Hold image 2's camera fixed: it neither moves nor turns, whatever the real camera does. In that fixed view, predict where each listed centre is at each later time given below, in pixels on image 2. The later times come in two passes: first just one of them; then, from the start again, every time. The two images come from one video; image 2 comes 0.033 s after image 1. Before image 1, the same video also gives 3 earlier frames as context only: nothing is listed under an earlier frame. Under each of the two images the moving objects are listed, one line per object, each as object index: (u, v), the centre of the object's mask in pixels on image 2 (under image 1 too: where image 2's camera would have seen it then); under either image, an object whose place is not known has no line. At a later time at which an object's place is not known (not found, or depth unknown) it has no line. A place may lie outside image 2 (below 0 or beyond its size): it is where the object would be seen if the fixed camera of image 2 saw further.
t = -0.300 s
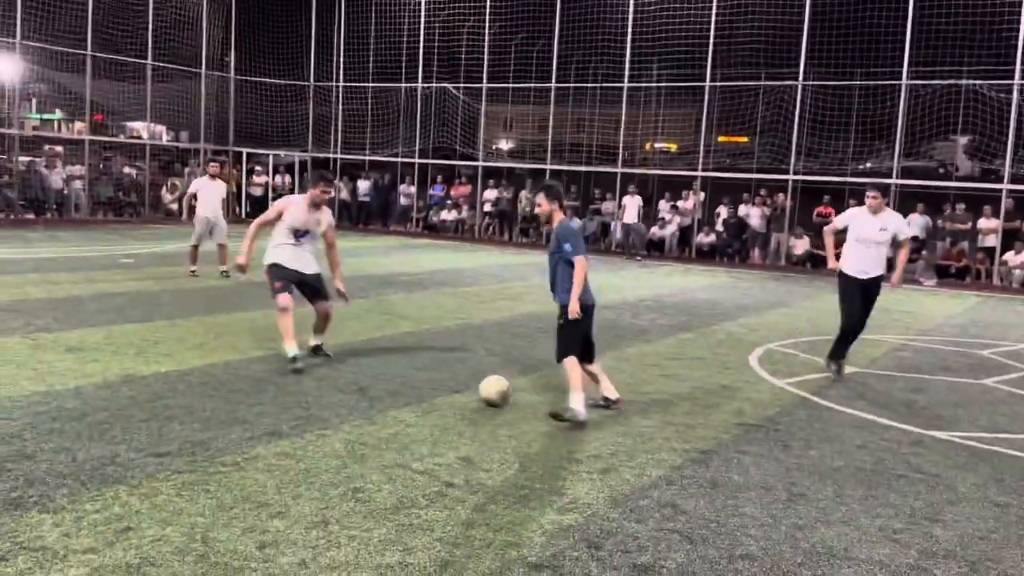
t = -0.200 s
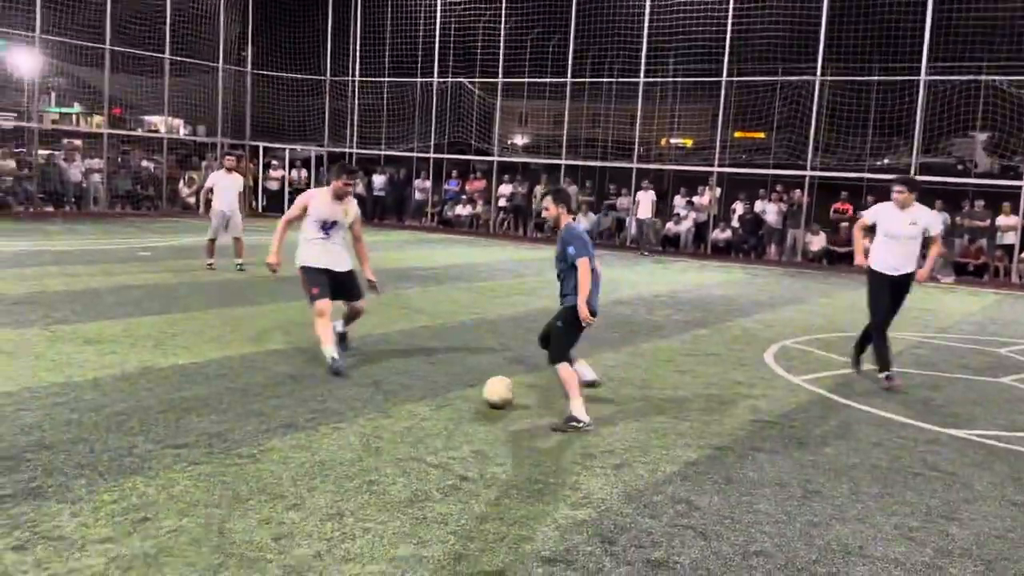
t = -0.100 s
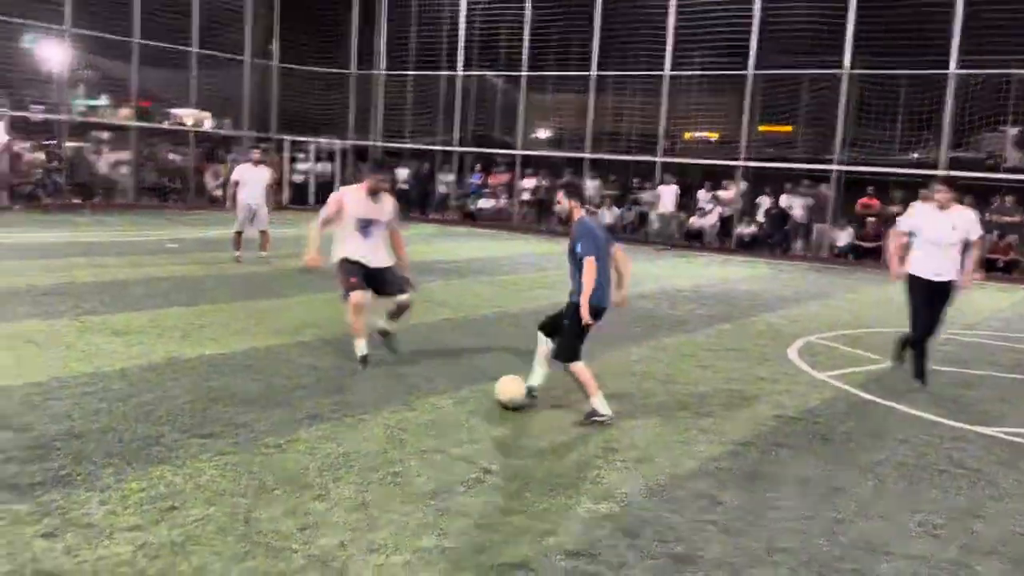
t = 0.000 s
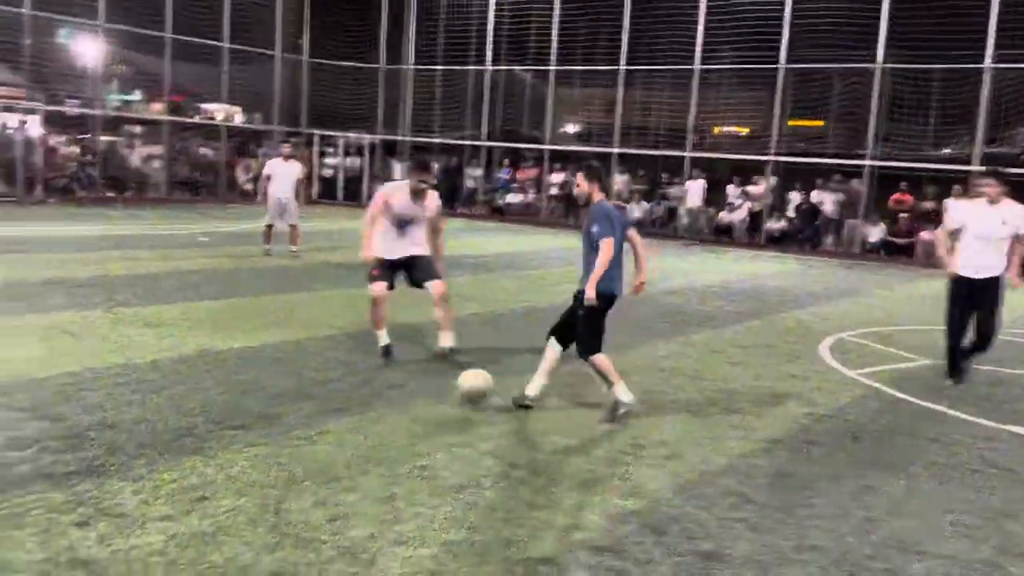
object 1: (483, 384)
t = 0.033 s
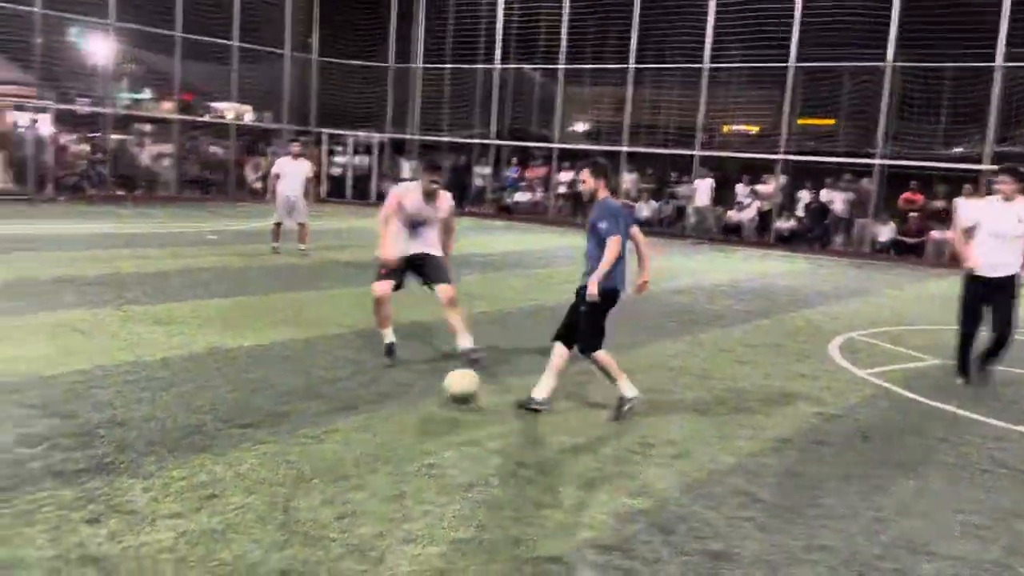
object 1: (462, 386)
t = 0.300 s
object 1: (278, 415)
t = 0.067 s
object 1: (436, 390)
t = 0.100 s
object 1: (412, 395)
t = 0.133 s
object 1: (388, 403)
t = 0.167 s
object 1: (363, 405)
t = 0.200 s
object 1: (344, 404)
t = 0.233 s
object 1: (325, 406)
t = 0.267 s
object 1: (301, 408)
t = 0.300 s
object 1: (278, 415)
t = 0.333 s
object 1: (256, 420)
